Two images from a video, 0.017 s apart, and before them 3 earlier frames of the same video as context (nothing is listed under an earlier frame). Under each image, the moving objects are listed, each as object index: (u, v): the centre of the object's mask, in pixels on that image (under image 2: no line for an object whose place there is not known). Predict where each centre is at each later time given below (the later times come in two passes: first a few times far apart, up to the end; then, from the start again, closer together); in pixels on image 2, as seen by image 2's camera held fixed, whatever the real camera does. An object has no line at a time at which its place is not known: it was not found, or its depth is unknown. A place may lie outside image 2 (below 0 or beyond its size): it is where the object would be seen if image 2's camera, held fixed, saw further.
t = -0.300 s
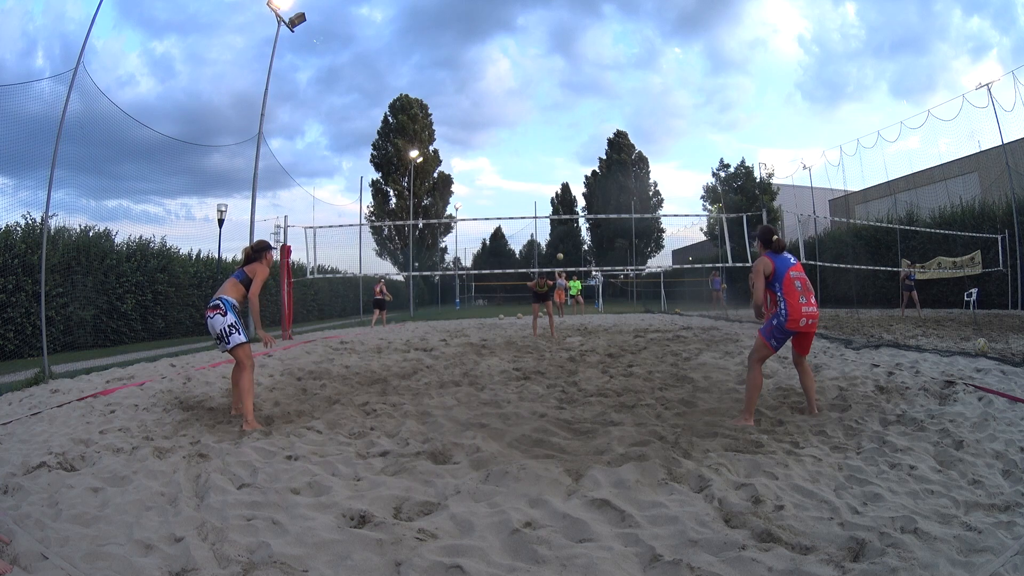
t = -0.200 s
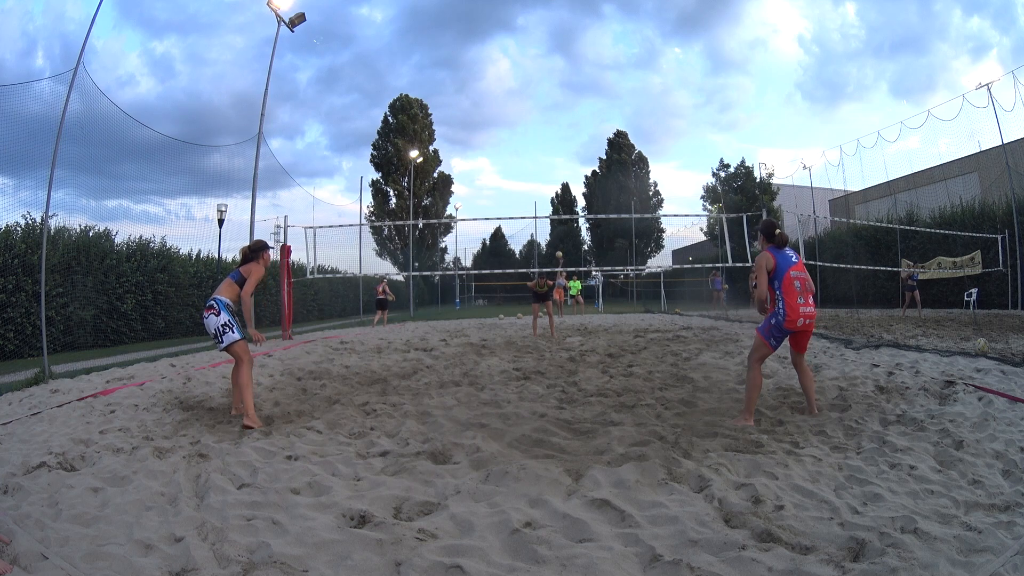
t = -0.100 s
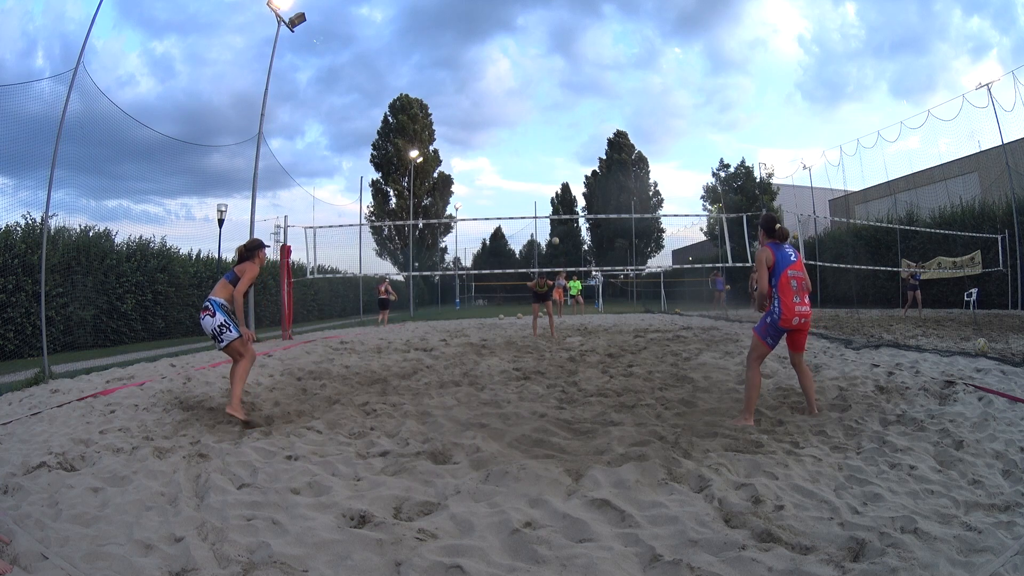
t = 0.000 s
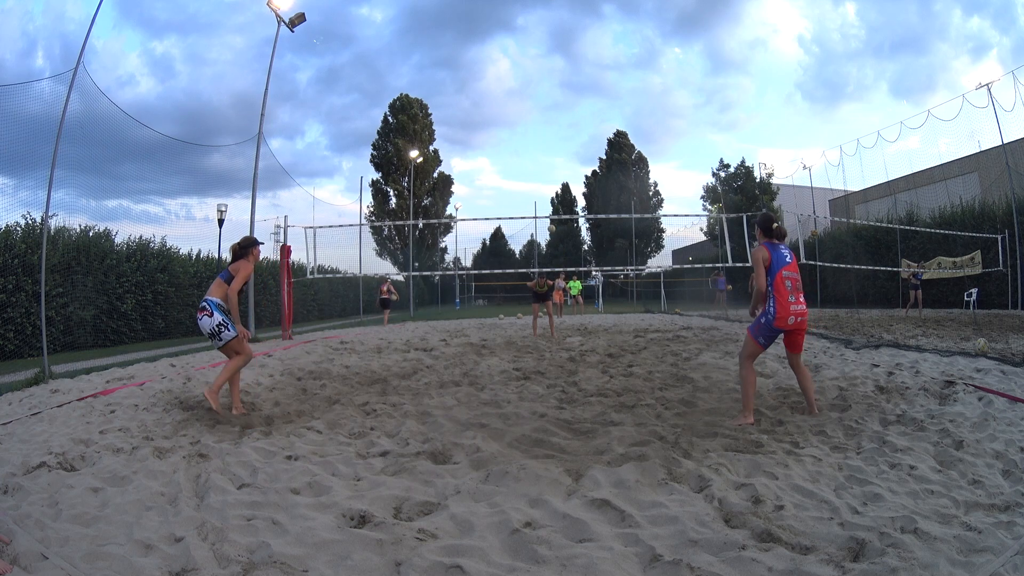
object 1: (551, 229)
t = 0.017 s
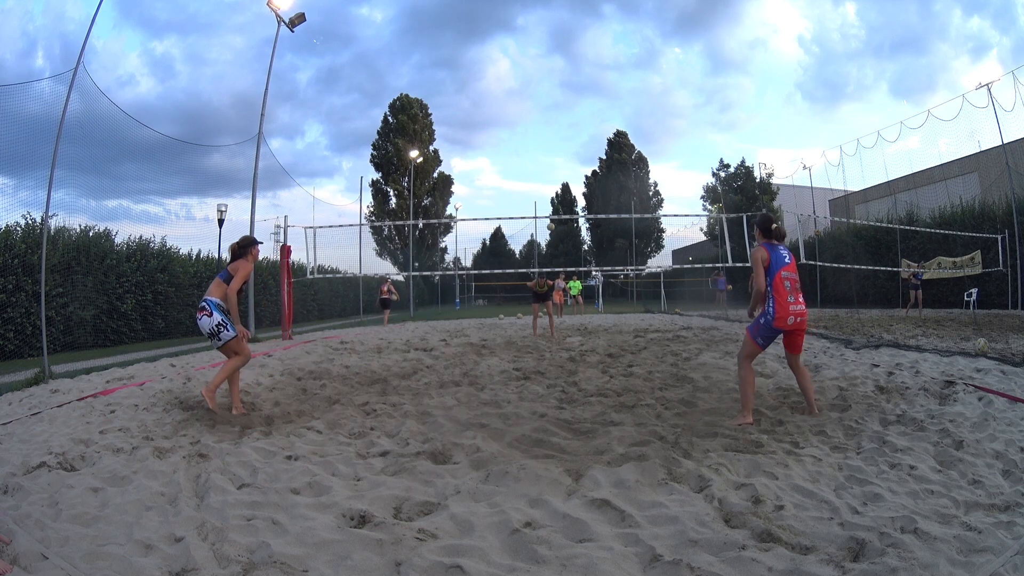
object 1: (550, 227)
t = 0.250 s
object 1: (539, 208)
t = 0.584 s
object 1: (521, 217)
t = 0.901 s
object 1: (495, 304)
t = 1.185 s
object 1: (450, 368)
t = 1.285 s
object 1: (424, 370)
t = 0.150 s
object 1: (544, 213)
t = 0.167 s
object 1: (544, 212)
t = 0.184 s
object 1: (543, 211)
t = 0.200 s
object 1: (542, 210)
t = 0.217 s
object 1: (541, 209)
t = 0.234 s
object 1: (540, 209)
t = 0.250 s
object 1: (539, 208)
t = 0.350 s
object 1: (534, 206)
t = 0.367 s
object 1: (533, 207)
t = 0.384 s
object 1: (532, 207)
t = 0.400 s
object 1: (531, 208)
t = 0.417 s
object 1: (530, 209)
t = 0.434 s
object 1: (529, 210)
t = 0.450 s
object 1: (528, 211)
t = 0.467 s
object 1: (527, 212)
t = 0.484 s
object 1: (527, 212)
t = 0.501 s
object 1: (526, 213)
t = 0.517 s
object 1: (525, 213)
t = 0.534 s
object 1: (524, 214)
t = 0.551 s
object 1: (523, 215)
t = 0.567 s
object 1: (522, 216)
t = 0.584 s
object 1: (521, 217)
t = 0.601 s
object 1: (520, 219)
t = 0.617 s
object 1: (519, 221)
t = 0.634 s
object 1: (518, 223)
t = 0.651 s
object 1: (517, 225)
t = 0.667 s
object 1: (515, 227)
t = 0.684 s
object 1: (514, 230)
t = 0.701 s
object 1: (513, 234)
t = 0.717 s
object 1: (512, 238)
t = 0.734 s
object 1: (510, 241)
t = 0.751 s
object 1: (509, 246)
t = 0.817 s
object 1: (503, 267)
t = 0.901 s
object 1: (495, 304)
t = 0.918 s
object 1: (494, 313)
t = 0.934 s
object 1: (492, 323)
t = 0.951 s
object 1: (490, 334)
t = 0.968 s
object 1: (488, 346)
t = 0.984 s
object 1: (485, 358)
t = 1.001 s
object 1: (483, 371)
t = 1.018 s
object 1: (480, 385)
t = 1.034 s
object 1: (478, 384)
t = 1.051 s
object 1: (475, 381)
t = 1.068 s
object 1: (473, 380)
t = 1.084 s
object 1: (470, 377)
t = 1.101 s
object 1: (466, 374)
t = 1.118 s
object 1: (464, 373)
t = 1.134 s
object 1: (460, 371)
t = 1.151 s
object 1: (456, 370)
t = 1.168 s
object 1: (453, 369)
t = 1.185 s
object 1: (450, 368)
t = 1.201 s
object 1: (446, 367)
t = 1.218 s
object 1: (442, 367)
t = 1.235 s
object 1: (438, 367)
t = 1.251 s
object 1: (433, 368)
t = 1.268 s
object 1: (430, 369)
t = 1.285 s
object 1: (424, 370)
